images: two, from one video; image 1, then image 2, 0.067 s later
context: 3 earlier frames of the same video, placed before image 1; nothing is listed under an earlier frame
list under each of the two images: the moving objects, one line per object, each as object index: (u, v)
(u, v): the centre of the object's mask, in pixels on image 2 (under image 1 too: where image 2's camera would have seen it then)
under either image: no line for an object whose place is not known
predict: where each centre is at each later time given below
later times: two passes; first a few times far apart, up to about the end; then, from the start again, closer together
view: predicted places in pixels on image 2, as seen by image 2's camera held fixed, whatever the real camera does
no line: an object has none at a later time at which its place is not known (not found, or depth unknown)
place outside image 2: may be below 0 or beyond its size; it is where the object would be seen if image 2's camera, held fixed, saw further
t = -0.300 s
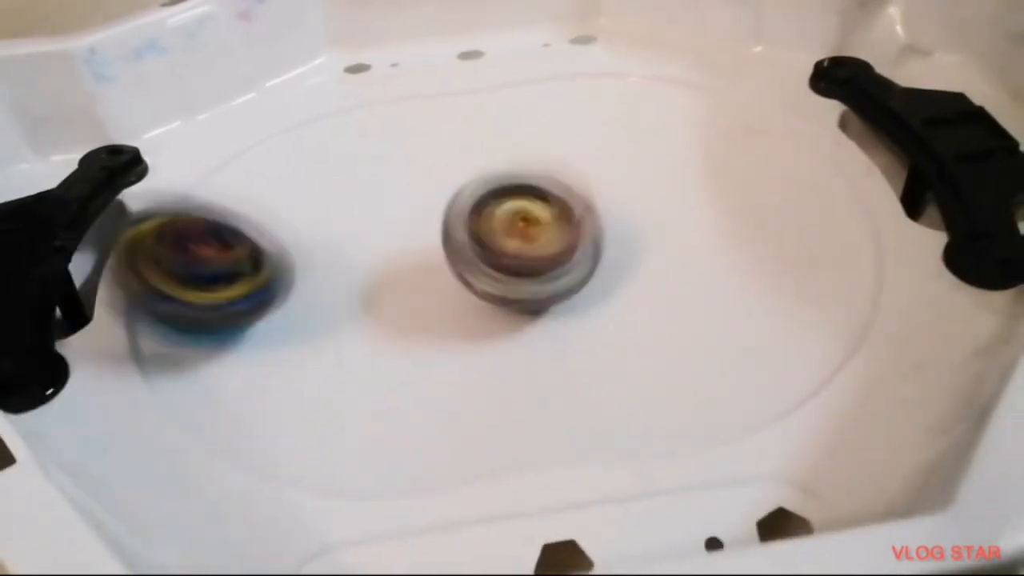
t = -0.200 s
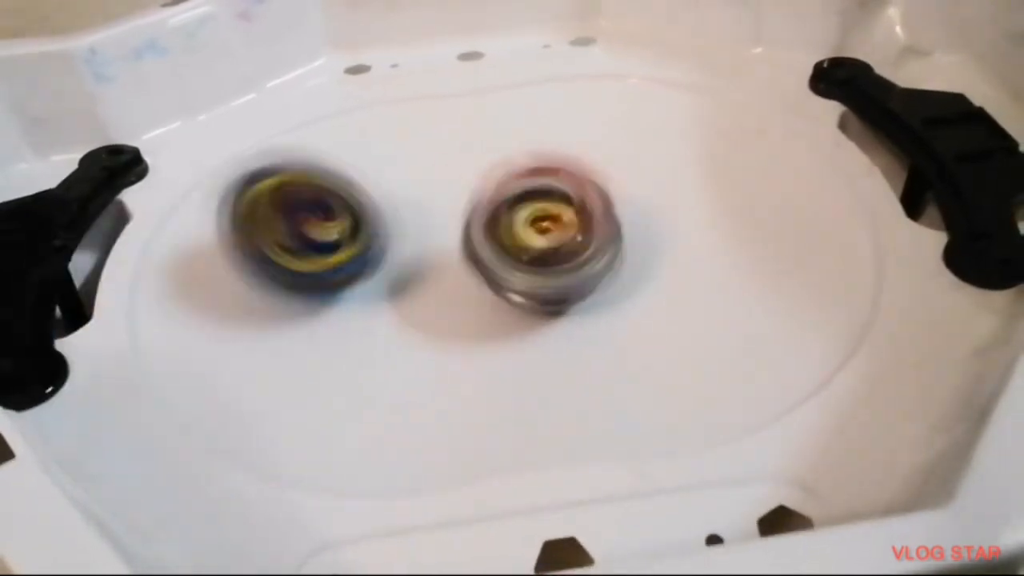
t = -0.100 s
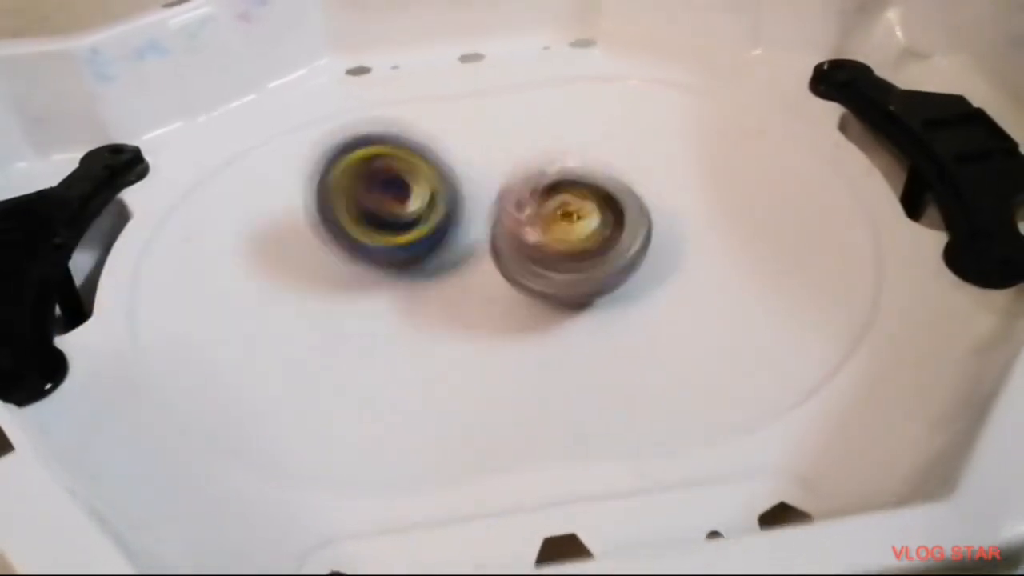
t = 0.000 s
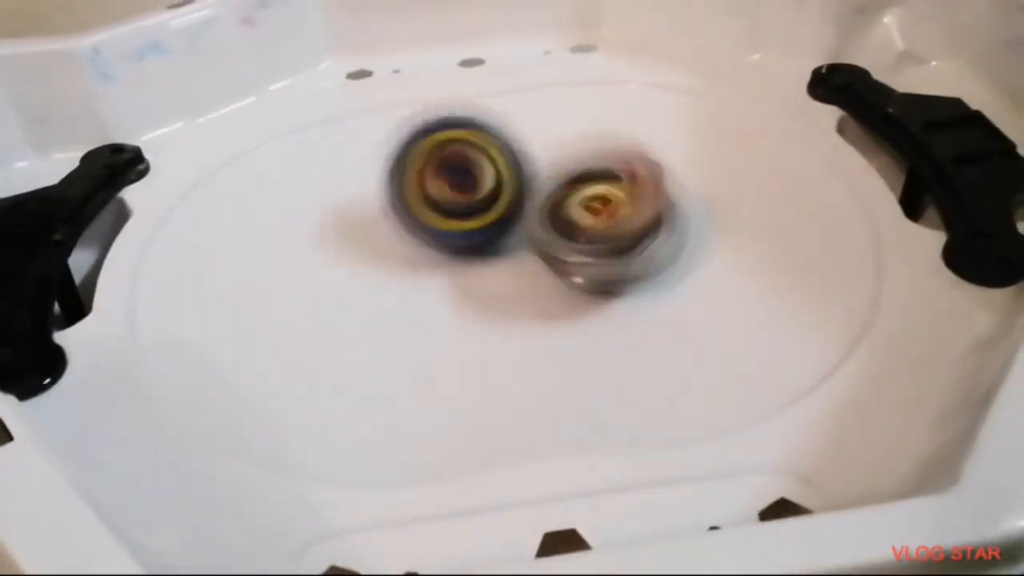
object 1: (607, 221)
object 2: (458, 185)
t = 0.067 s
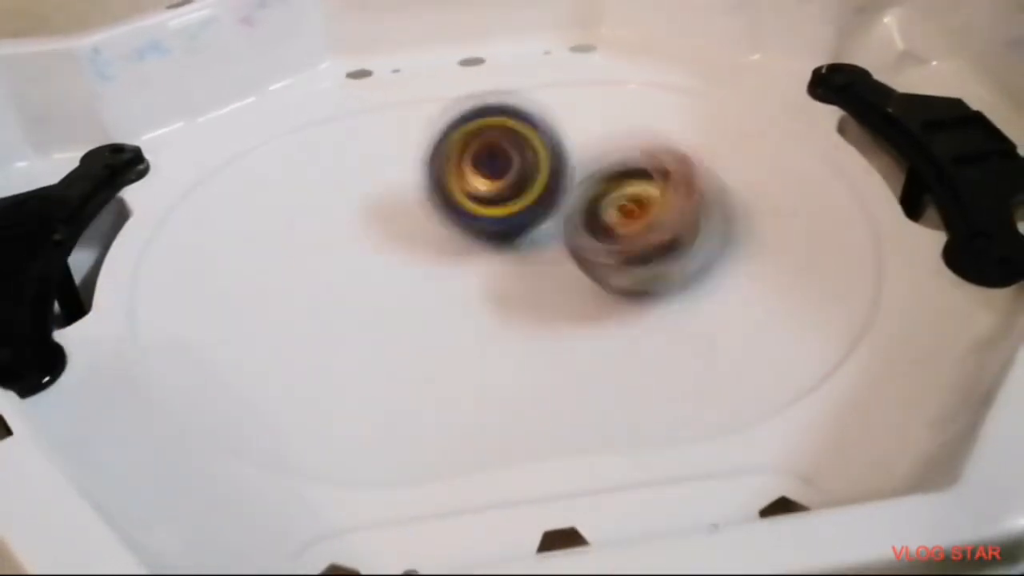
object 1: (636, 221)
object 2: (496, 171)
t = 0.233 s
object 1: (702, 235)
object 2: (583, 166)
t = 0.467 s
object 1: (535, 364)
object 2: (659, 87)
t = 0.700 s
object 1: (325, 278)
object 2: (628, 125)
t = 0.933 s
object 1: (273, 154)
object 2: (529, 191)
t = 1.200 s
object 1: (407, 83)
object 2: (417, 195)
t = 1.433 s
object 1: (572, 113)
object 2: (335, 158)
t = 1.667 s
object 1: (740, 107)
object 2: (348, 148)
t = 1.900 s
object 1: (726, 114)
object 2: (455, 147)
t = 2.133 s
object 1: (723, 141)
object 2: (570, 156)
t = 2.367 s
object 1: (795, 145)
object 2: (528, 141)
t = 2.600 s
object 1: (711, 176)
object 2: (447, 129)
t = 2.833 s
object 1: (622, 140)
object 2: (385, 167)
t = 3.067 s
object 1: (618, 180)
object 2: (383, 219)
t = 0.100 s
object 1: (659, 226)
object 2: (509, 164)
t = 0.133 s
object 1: (681, 223)
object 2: (525, 159)
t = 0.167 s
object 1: (692, 232)
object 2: (545, 159)
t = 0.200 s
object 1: (701, 227)
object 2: (564, 162)
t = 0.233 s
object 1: (702, 235)
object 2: (583, 166)
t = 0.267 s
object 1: (701, 254)
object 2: (609, 158)
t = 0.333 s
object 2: (634, 125)
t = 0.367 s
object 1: (641, 323)
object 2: (641, 109)
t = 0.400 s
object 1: (629, 360)
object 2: (646, 100)
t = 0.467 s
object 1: (535, 364)
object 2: (659, 87)
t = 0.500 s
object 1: (503, 345)
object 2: (663, 87)
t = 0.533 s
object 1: (479, 336)
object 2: (662, 89)
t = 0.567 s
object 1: (441, 325)
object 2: (660, 90)
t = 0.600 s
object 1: (410, 317)
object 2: (654, 96)
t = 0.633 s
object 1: (375, 299)
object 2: (647, 102)
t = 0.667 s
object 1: (348, 288)
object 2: (638, 110)
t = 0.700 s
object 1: (325, 278)
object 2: (628, 125)
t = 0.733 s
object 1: (307, 256)
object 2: (617, 136)
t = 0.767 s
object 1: (287, 238)
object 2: (601, 150)
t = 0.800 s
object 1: (275, 221)
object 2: (589, 160)
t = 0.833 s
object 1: (266, 203)
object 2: (573, 171)
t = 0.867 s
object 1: (265, 185)
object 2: (560, 178)
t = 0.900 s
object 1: (267, 172)
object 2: (544, 185)
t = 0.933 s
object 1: (273, 154)
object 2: (529, 191)
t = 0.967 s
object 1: (277, 143)
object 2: (520, 195)
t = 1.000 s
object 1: (292, 124)
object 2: (512, 197)
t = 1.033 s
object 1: (304, 112)
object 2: (502, 202)
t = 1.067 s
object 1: (324, 103)
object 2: (490, 203)
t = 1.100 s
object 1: (337, 95)
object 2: (472, 209)
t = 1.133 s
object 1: (365, 94)
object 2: (454, 206)
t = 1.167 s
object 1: (381, 90)
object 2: (432, 202)
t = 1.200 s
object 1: (407, 83)
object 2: (417, 195)
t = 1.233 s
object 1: (433, 86)
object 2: (402, 190)
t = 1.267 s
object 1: (451, 85)
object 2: (390, 185)
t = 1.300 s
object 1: (476, 91)
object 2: (376, 179)
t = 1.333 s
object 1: (491, 97)
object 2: (364, 173)
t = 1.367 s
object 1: (518, 100)
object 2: (353, 165)
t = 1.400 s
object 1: (551, 109)
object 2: (342, 163)
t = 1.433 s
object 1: (572, 113)
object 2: (335, 158)
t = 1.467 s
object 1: (603, 116)
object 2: (333, 156)
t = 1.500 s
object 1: (643, 116)
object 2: (330, 153)
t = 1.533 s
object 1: (668, 119)
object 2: (331, 150)
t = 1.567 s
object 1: (686, 119)
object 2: (331, 148)
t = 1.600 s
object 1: (710, 115)
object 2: (335, 147)
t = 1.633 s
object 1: (727, 111)
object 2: (339, 146)
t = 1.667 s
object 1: (740, 107)
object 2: (348, 148)
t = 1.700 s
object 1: (748, 104)
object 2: (358, 147)
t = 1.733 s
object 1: (749, 105)
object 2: (374, 149)
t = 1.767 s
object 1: (748, 107)
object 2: (388, 149)
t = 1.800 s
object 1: (744, 108)
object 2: (406, 149)
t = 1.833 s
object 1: (735, 108)
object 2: (425, 148)
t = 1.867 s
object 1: (731, 112)
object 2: (439, 147)
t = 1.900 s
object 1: (726, 114)
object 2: (455, 147)
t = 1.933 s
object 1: (718, 114)
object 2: (472, 147)
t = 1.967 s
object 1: (714, 116)
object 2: (490, 147)
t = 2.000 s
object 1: (712, 119)
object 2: (508, 150)
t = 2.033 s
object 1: (710, 122)
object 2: (523, 151)
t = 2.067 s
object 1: (708, 126)
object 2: (540, 153)
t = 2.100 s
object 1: (708, 132)
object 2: (556, 154)
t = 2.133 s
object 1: (723, 141)
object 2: (570, 156)
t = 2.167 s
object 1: (731, 147)
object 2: (585, 157)
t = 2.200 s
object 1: (753, 153)
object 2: (582, 160)
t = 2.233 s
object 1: (771, 155)
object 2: (568, 158)
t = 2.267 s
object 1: (784, 153)
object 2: (560, 156)
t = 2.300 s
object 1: (792, 147)
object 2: (551, 152)
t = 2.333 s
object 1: (796, 145)
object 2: (540, 146)
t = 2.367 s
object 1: (795, 145)
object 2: (528, 141)
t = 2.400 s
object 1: (794, 146)
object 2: (516, 136)
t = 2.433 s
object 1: (790, 151)
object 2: (505, 133)
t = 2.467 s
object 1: (782, 157)
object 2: (496, 131)
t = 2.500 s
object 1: (769, 166)
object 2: (483, 127)
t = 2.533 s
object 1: (753, 174)
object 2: (469, 127)
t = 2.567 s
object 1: (731, 174)
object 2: (457, 128)
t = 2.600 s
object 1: (711, 176)
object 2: (447, 129)
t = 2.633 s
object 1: (686, 173)
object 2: (434, 133)
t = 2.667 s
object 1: (660, 165)
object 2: (424, 137)
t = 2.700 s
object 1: (646, 160)
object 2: (417, 140)
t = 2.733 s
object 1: (632, 153)
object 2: (408, 145)
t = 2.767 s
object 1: (626, 148)
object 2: (399, 151)
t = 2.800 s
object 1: (623, 142)
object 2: (389, 159)
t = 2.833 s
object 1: (622, 140)
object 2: (385, 167)
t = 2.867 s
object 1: (620, 142)
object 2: (382, 174)
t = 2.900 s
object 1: (617, 146)
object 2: (379, 180)
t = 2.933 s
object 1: (614, 153)
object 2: (377, 189)
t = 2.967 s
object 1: (613, 162)
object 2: (376, 197)
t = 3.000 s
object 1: (613, 169)
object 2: (376, 204)
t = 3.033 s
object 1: (615, 174)
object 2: (380, 212)
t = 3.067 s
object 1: (618, 180)
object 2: (383, 219)
